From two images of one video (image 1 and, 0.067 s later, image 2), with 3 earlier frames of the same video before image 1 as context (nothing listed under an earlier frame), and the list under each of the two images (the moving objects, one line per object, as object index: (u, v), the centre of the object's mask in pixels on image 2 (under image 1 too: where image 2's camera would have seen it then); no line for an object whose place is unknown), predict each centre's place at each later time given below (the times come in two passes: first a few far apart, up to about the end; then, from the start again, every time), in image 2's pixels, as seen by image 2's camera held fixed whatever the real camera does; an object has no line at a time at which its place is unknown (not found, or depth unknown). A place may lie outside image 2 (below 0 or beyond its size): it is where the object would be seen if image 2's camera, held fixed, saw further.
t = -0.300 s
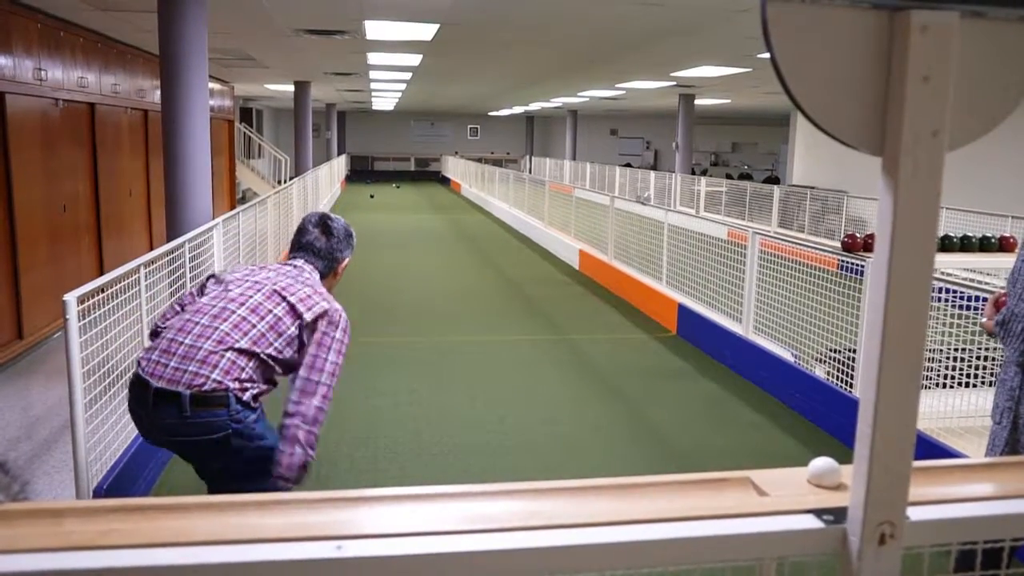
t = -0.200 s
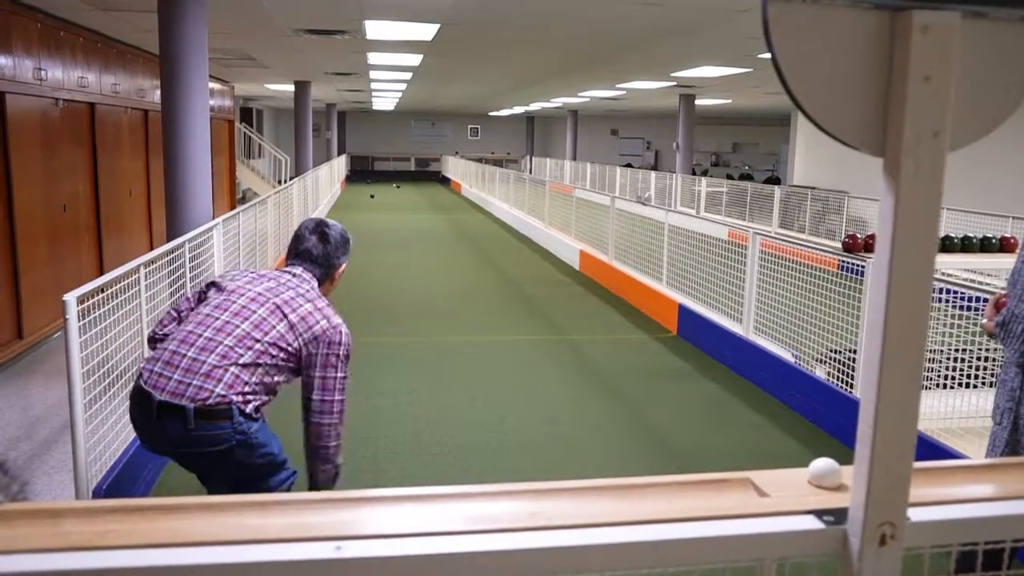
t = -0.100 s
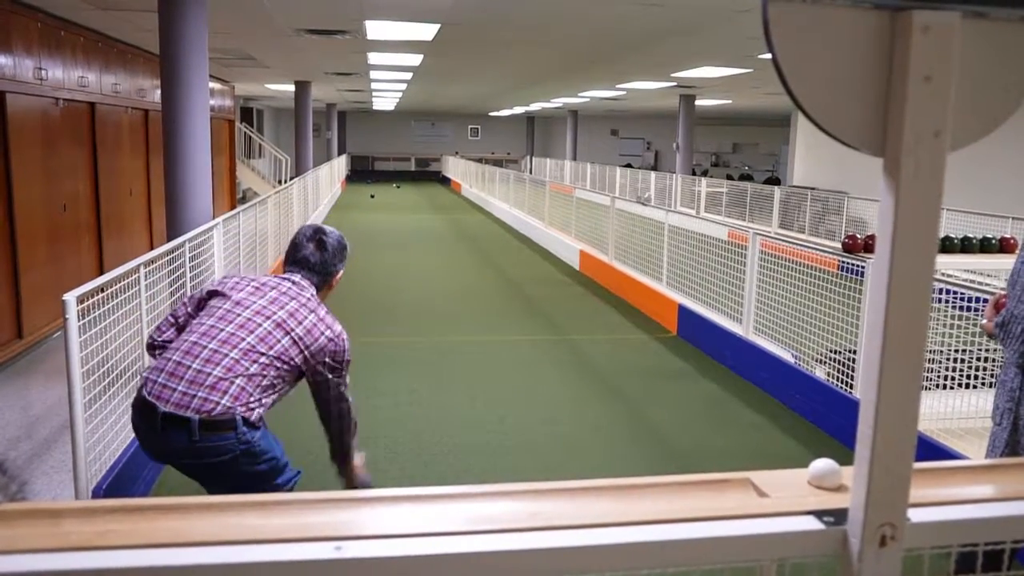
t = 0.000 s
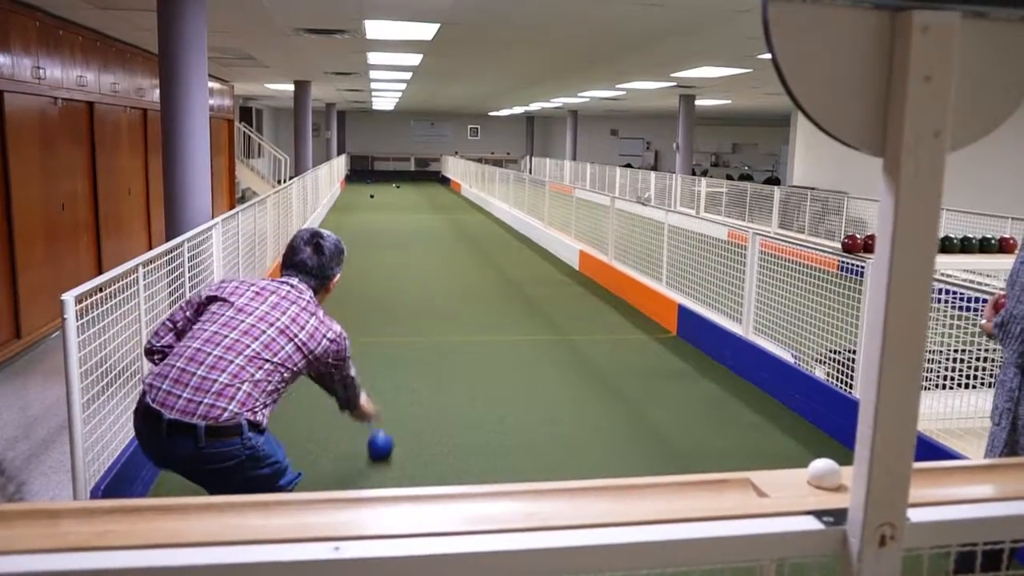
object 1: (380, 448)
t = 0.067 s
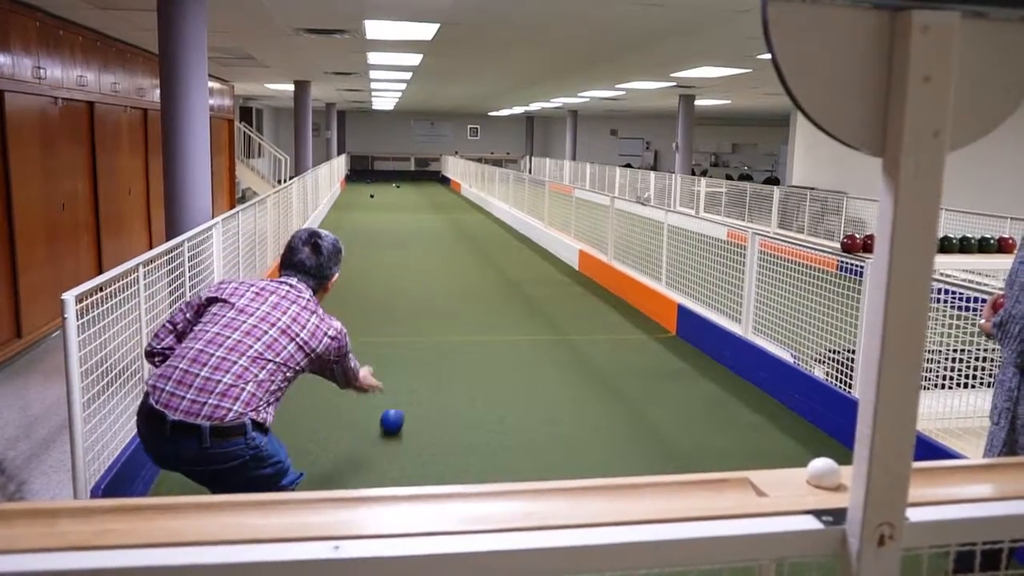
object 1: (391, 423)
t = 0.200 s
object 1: (410, 391)
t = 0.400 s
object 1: (428, 354)
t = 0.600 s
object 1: (441, 329)
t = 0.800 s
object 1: (450, 311)
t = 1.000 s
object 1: (457, 296)
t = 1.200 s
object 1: (463, 283)
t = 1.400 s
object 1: (467, 272)
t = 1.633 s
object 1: (471, 263)
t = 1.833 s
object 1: (473, 255)
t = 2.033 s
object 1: (474, 248)
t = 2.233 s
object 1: (476, 242)
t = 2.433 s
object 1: (476, 238)
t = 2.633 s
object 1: (477, 233)
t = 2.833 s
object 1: (477, 229)
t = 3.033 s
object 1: (478, 227)
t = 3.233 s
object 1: (478, 222)
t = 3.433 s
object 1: (477, 220)
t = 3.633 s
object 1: (478, 216)
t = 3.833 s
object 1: (477, 214)
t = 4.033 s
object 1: (477, 212)
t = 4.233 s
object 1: (477, 210)
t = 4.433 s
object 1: (476, 209)
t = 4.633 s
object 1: (476, 206)
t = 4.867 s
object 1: (475, 204)
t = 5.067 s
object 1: (473, 202)
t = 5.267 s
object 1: (470, 201)
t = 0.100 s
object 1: (397, 414)
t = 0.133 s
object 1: (401, 404)
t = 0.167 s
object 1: (406, 397)
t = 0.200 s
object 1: (410, 391)
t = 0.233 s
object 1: (413, 384)
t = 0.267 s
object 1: (417, 378)
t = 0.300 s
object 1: (420, 371)
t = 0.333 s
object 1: (423, 366)
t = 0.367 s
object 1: (426, 359)
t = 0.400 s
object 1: (428, 354)
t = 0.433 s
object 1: (431, 350)
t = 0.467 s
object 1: (433, 345)
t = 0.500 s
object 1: (435, 341)
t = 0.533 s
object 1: (437, 337)
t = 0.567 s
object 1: (439, 333)
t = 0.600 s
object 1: (441, 329)
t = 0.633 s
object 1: (443, 326)
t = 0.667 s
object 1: (445, 323)
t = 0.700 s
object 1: (446, 319)
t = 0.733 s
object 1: (447, 316)
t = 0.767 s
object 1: (449, 313)
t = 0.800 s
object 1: (450, 311)
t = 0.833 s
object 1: (452, 309)
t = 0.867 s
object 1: (453, 306)
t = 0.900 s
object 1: (454, 303)
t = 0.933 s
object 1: (455, 301)
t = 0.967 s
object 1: (456, 298)
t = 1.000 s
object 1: (457, 296)
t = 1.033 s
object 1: (458, 293)
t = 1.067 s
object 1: (459, 291)
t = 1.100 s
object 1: (460, 289)
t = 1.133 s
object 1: (461, 287)
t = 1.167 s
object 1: (462, 285)
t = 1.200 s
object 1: (463, 283)
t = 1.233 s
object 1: (464, 281)
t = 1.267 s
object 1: (464, 279)
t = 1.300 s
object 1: (465, 277)
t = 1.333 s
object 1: (466, 276)
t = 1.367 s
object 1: (467, 274)
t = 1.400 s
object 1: (467, 272)
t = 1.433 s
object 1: (468, 271)
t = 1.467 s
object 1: (469, 269)
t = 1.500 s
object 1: (469, 268)
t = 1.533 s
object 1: (469, 266)
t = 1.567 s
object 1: (470, 265)
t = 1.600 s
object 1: (470, 264)
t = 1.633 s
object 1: (471, 263)
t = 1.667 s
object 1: (471, 261)
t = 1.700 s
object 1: (471, 260)
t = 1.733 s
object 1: (472, 259)
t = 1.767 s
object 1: (472, 257)
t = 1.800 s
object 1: (473, 256)
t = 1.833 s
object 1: (473, 255)
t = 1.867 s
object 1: (473, 254)
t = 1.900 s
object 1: (474, 253)
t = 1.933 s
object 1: (474, 251)
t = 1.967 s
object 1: (474, 250)
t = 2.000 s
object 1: (474, 249)
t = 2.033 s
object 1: (474, 248)
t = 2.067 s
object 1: (475, 247)
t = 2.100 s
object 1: (475, 246)
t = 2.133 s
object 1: (475, 245)
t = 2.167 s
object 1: (475, 245)
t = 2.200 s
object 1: (476, 244)
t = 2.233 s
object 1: (476, 242)
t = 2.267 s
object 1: (476, 242)
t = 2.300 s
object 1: (476, 241)
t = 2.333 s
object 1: (476, 240)
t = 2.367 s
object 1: (476, 239)
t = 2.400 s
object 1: (476, 238)
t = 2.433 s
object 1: (476, 238)
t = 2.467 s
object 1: (476, 236)
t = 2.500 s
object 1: (477, 236)
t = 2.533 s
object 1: (477, 235)
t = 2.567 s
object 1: (476, 234)
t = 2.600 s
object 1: (477, 233)
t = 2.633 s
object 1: (477, 233)
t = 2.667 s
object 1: (477, 232)
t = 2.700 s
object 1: (477, 231)
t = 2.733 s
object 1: (477, 231)
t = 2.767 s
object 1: (477, 230)
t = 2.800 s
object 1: (477, 230)
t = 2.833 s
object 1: (477, 229)
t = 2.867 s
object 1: (477, 228)
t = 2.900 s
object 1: (477, 228)
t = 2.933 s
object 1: (477, 227)
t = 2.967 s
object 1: (477, 227)
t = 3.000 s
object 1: (477, 227)
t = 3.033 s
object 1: (478, 227)
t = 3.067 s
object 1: (478, 225)
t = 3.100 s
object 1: (478, 224)
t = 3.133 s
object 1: (478, 224)
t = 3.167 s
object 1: (478, 223)
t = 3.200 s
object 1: (478, 223)
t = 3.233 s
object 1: (478, 222)
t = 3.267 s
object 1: (478, 222)
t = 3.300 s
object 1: (478, 221)
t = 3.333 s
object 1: (478, 221)
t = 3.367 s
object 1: (478, 220)
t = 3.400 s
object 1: (478, 220)
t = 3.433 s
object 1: (477, 220)
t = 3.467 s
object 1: (477, 219)
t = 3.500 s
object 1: (478, 219)
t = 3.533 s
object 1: (478, 218)
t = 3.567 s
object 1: (478, 217)
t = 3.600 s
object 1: (477, 217)
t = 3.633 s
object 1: (478, 216)
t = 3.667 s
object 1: (477, 216)
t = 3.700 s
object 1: (477, 216)
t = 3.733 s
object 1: (477, 215)
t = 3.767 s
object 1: (477, 215)
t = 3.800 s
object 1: (477, 214)
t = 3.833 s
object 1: (477, 214)
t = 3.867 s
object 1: (477, 214)
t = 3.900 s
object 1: (477, 214)
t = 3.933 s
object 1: (477, 214)
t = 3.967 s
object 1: (477, 213)
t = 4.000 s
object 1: (477, 213)
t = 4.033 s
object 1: (477, 212)
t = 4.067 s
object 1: (477, 212)
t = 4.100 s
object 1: (477, 211)
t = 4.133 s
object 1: (477, 212)
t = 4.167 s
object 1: (477, 211)
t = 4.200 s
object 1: (477, 211)
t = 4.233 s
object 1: (477, 210)
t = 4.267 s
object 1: (477, 210)
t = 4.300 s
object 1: (477, 210)
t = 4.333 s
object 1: (476, 209)
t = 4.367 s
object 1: (477, 209)
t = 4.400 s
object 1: (476, 209)
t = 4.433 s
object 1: (476, 209)
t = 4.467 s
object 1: (476, 208)
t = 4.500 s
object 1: (476, 208)
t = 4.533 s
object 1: (476, 207)
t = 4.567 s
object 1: (476, 207)
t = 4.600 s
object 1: (476, 207)
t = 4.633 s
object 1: (476, 206)
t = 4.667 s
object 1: (476, 206)
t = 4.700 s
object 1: (476, 206)
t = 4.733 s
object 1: (476, 206)
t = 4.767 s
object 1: (475, 205)
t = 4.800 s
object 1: (475, 205)
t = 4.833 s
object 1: (475, 205)
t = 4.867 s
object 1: (475, 204)
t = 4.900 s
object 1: (474, 204)
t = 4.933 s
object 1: (474, 203)
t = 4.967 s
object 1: (474, 203)
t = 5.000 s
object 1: (473, 203)
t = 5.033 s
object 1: (473, 203)
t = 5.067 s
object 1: (473, 202)
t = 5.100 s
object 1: (472, 202)
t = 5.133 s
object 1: (472, 202)
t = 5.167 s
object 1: (471, 202)
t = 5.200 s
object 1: (470, 201)
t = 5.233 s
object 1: (470, 201)
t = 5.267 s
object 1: (470, 201)
